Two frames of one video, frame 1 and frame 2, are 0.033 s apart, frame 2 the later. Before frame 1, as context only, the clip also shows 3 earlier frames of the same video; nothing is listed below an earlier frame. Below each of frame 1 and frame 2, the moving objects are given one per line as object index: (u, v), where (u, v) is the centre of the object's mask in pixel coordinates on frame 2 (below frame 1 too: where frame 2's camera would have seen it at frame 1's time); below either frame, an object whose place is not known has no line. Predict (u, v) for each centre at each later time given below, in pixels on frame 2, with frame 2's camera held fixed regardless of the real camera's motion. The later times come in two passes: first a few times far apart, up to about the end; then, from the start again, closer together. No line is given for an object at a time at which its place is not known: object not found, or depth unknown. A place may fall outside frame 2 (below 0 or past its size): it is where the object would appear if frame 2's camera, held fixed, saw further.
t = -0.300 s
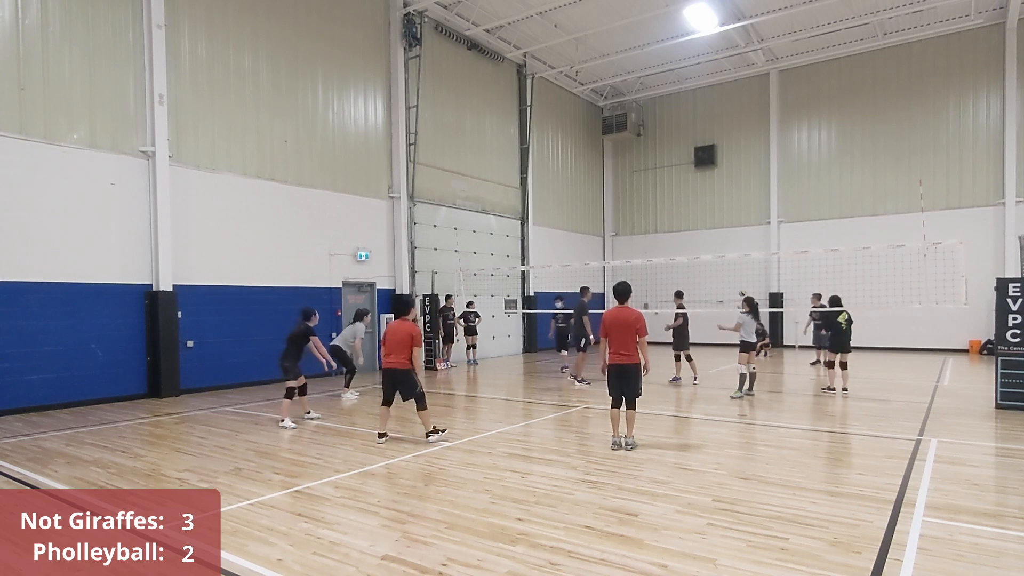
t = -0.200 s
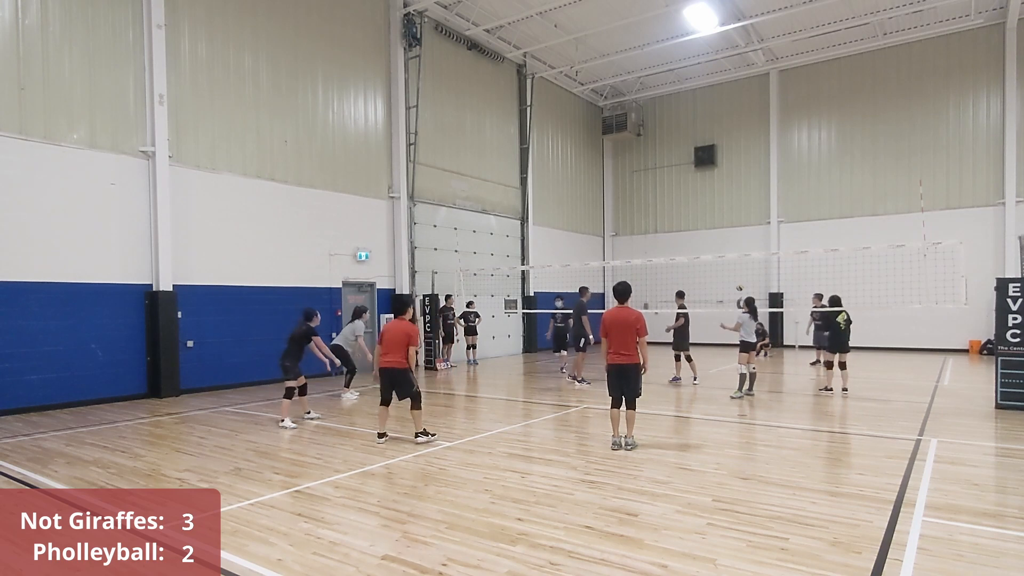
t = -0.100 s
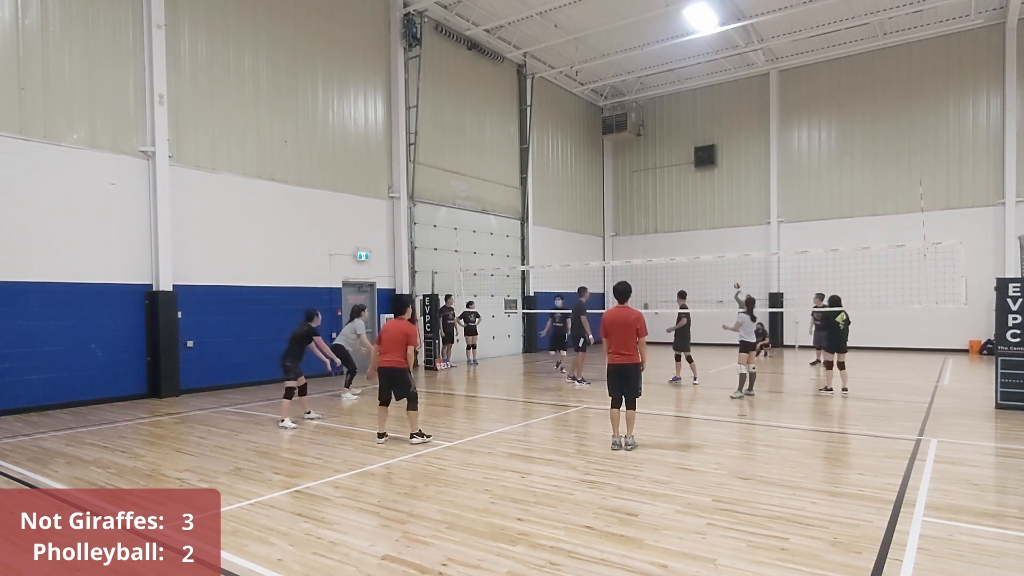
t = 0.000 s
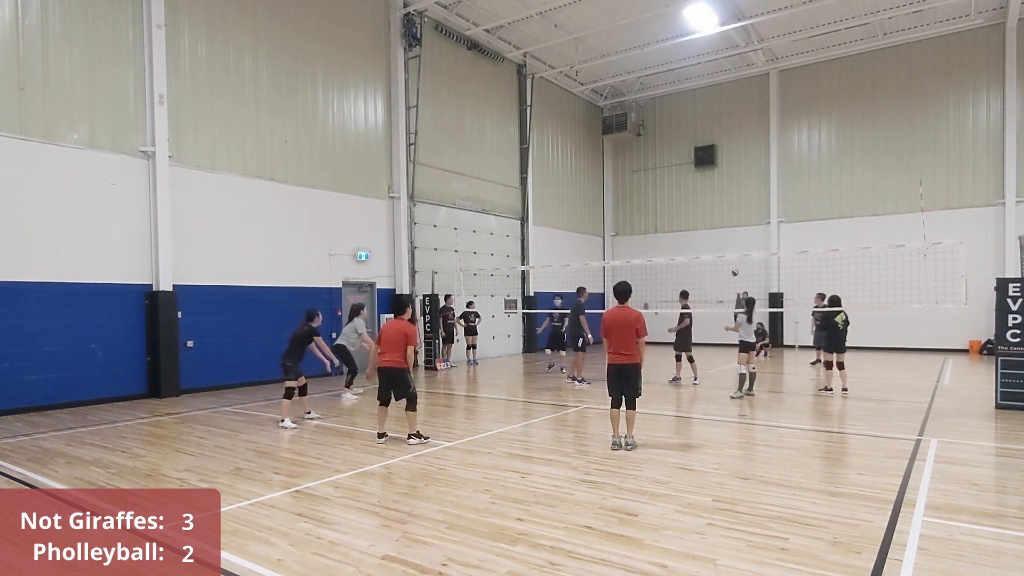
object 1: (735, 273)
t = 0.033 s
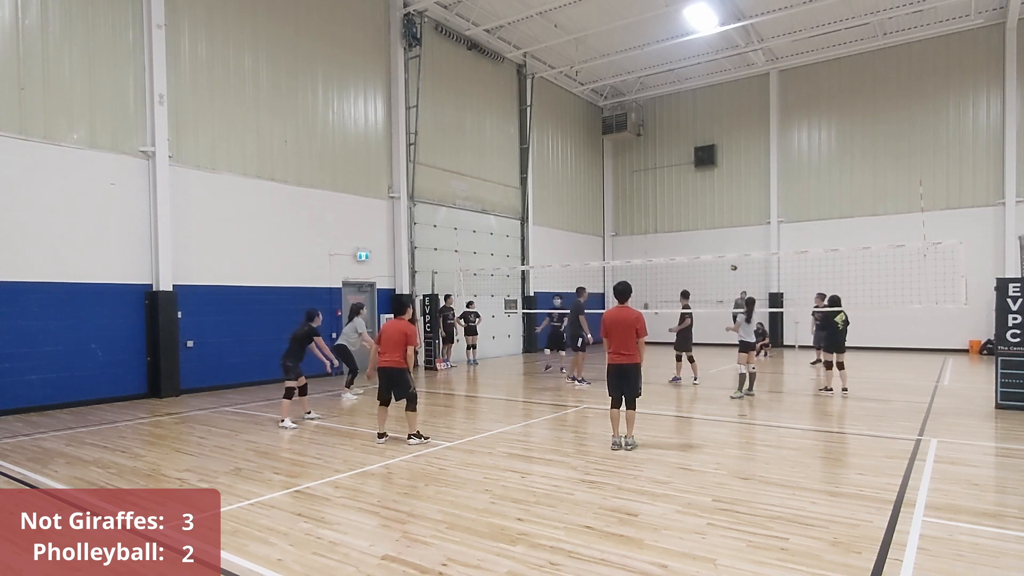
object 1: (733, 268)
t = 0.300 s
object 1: (728, 225)
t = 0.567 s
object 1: (720, 197)
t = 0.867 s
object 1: (711, 200)
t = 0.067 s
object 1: (733, 262)
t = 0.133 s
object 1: (731, 251)
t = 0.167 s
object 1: (731, 245)
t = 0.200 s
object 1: (730, 240)
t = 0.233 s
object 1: (729, 235)
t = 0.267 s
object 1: (729, 230)
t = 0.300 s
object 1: (728, 225)
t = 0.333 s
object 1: (728, 221)
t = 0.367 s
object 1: (727, 217)
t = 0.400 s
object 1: (726, 213)
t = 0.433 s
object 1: (724, 208)
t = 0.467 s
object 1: (723, 205)
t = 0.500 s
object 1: (722, 202)
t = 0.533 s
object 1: (721, 199)
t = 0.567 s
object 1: (720, 197)
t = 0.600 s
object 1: (719, 195)
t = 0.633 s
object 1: (718, 193)
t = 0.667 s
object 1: (717, 192)
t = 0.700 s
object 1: (716, 192)
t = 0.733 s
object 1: (715, 193)
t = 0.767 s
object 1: (714, 193)
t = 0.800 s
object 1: (713, 195)
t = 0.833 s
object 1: (712, 197)
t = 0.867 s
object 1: (711, 200)
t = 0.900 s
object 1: (710, 205)
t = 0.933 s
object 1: (709, 210)
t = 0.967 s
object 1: (708, 217)
